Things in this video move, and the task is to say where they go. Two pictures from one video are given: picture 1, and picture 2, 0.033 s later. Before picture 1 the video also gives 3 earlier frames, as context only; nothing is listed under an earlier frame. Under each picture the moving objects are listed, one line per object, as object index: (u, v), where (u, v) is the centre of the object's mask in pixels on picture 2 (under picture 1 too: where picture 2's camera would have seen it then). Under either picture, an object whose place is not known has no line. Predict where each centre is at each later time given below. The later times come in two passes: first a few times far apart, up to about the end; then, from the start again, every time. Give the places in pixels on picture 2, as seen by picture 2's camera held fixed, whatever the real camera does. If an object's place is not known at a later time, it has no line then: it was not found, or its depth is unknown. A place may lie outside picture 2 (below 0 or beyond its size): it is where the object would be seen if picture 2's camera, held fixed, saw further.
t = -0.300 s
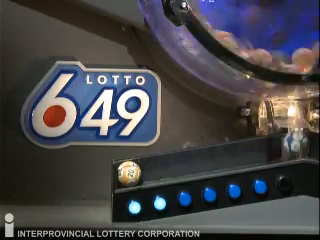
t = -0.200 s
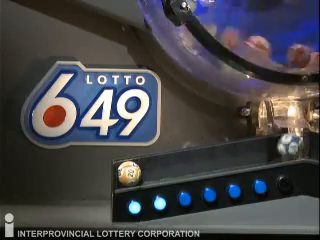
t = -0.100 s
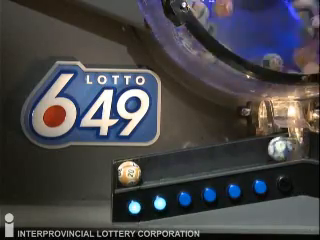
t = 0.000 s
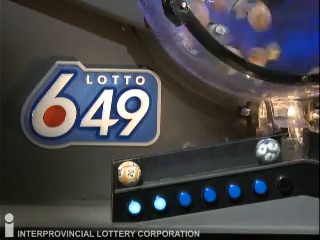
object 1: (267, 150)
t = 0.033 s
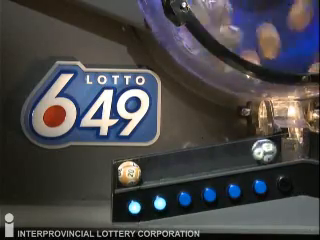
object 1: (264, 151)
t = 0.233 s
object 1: (229, 157)
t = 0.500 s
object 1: (154, 169)
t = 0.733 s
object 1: (169, 167)
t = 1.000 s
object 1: (153, 169)
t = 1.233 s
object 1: (153, 170)
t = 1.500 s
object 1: (153, 170)
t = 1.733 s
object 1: (153, 170)
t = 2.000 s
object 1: (153, 170)
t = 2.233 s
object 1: (153, 170)
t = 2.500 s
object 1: (153, 170)
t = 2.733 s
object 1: (153, 170)
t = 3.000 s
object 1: (153, 170)
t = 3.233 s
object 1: (153, 170)
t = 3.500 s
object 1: (153, 170)
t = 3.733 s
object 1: (153, 170)
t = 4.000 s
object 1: (153, 170)
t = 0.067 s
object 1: (259, 152)
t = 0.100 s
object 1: (254, 153)
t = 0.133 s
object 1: (248, 154)
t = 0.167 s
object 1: (242, 155)
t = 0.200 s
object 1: (236, 156)
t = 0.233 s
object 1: (229, 157)
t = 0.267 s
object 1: (221, 158)
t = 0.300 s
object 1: (213, 160)
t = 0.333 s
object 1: (205, 161)
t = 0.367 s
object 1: (195, 163)
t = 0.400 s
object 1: (186, 164)
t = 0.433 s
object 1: (176, 166)
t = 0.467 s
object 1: (165, 167)
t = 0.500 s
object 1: (154, 169)
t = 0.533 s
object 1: (156, 168)
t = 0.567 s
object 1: (161, 167)
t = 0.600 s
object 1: (163, 167)
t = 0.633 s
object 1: (166, 167)
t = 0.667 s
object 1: (168, 167)
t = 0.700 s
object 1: (169, 167)
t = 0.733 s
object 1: (169, 167)
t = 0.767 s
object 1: (169, 167)
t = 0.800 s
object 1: (169, 167)
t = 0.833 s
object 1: (167, 167)
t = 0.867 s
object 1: (165, 167)
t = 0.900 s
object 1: (162, 168)
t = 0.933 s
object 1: (159, 168)
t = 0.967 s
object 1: (155, 169)
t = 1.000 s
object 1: (153, 169)
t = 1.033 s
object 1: (155, 169)
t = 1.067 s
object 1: (155, 169)
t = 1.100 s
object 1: (155, 169)
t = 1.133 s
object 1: (155, 170)
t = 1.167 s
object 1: (154, 170)
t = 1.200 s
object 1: (153, 170)
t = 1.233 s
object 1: (153, 170)
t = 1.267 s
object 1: (153, 170)
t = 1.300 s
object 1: (153, 170)
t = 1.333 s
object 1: (153, 170)
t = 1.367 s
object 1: (153, 170)
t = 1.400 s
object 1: (153, 170)
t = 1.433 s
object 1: (153, 170)
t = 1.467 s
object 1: (153, 170)
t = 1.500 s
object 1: (153, 170)
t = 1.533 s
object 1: (153, 170)
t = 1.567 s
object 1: (153, 170)
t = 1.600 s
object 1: (153, 170)
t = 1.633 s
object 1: (153, 170)
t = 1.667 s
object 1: (153, 170)
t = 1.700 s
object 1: (153, 170)
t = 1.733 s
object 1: (153, 170)
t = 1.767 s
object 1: (153, 170)
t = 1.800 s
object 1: (153, 170)
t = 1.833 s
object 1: (153, 170)
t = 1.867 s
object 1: (153, 170)
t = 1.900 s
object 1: (153, 170)
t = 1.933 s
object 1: (153, 170)
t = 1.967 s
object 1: (153, 170)
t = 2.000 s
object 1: (153, 170)
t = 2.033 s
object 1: (153, 170)
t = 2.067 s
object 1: (153, 170)
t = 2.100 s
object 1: (153, 170)
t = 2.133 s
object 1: (153, 170)
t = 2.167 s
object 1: (153, 170)
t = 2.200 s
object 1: (153, 170)
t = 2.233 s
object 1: (153, 170)
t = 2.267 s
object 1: (153, 170)
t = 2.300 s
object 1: (153, 170)
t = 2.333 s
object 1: (153, 170)
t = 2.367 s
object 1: (153, 170)
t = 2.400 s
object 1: (153, 170)
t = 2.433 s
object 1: (153, 170)
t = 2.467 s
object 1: (153, 170)
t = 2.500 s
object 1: (153, 170)
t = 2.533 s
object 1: (153, 170)
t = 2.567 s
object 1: (153, 170)
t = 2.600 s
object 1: (153, 170)
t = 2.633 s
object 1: (153, 170)
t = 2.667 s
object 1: (153, 170)
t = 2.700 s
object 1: (153, 170)
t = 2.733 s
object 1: (153, 170)
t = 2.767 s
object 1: (153, 170)
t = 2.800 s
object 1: (153, 170)
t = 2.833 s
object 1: (153, 170)
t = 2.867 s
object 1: (153, 170)
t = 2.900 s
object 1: (153, 170)
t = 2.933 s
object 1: (153, 170)
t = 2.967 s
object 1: (153, 170)
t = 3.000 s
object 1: (153, 170)
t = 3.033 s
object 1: (153, 170)
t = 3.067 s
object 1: (153, 170)
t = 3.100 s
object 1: (153, 170)
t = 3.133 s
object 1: (153, 170)
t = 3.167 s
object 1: (153, 170)
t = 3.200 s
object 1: (153, 170)
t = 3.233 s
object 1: (153, 170)
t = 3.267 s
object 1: (153, 170)
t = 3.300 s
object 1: (153, 170)
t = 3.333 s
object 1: (153, 170)
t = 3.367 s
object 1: (153, 170)
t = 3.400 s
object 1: (153, 170)
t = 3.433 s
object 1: (153, 170)
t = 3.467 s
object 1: (153, 170)
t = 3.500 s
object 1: (153, 170)
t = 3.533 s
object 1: (153, 170)
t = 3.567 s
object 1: (153, 170)
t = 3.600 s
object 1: (153, 170)
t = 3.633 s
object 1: (153, 170)
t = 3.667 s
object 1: (153, 170)
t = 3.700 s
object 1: (153, 170)
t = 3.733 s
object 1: (153, 170)
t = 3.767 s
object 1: (153, 170)
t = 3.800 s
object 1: (153, 170)
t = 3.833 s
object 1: (153, 170)
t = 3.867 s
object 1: (153, 170)
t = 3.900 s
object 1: (153, 170)
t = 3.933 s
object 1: (153, 170)
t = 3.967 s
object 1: (153, 170)
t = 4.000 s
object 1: (153, 170)
